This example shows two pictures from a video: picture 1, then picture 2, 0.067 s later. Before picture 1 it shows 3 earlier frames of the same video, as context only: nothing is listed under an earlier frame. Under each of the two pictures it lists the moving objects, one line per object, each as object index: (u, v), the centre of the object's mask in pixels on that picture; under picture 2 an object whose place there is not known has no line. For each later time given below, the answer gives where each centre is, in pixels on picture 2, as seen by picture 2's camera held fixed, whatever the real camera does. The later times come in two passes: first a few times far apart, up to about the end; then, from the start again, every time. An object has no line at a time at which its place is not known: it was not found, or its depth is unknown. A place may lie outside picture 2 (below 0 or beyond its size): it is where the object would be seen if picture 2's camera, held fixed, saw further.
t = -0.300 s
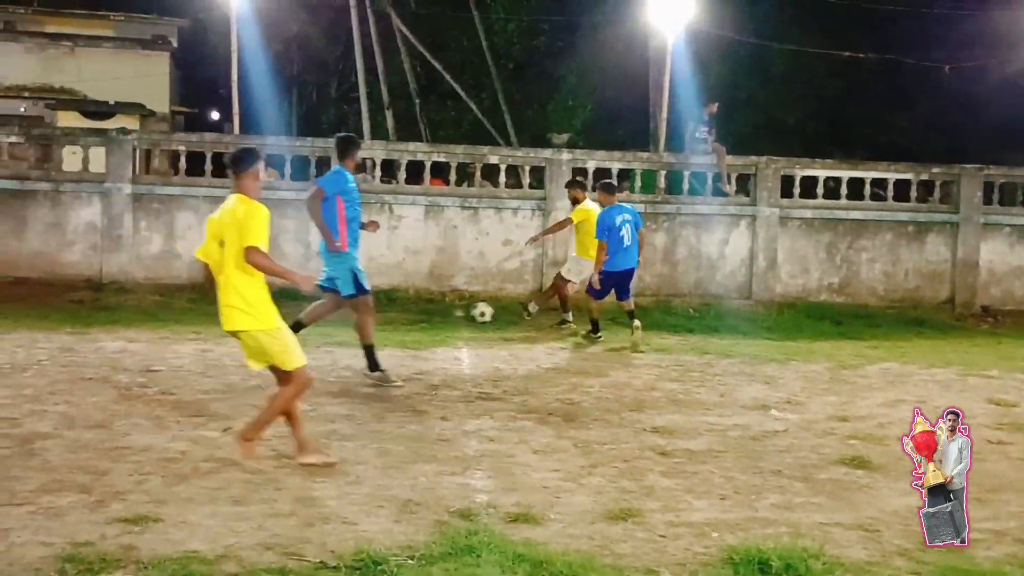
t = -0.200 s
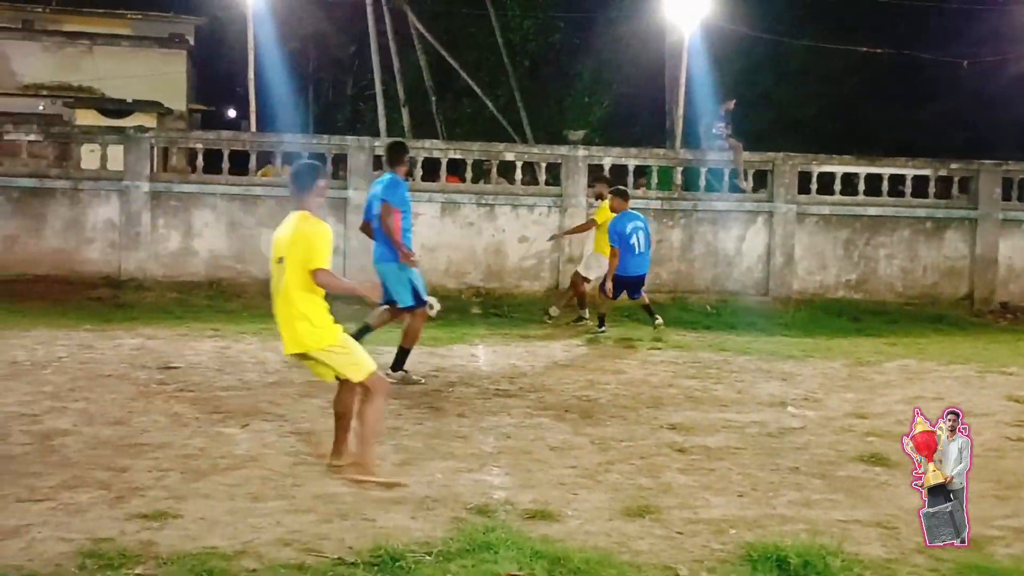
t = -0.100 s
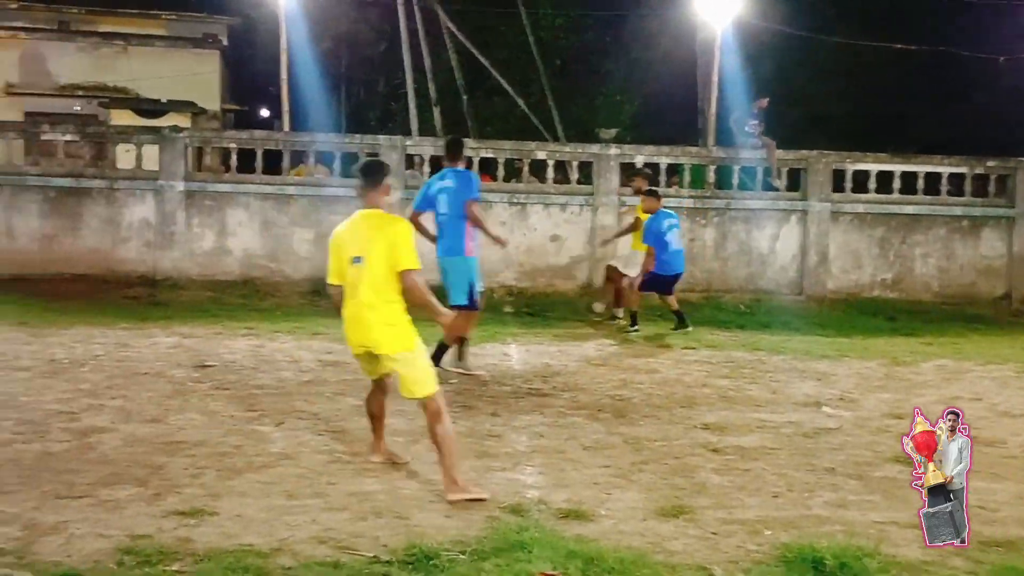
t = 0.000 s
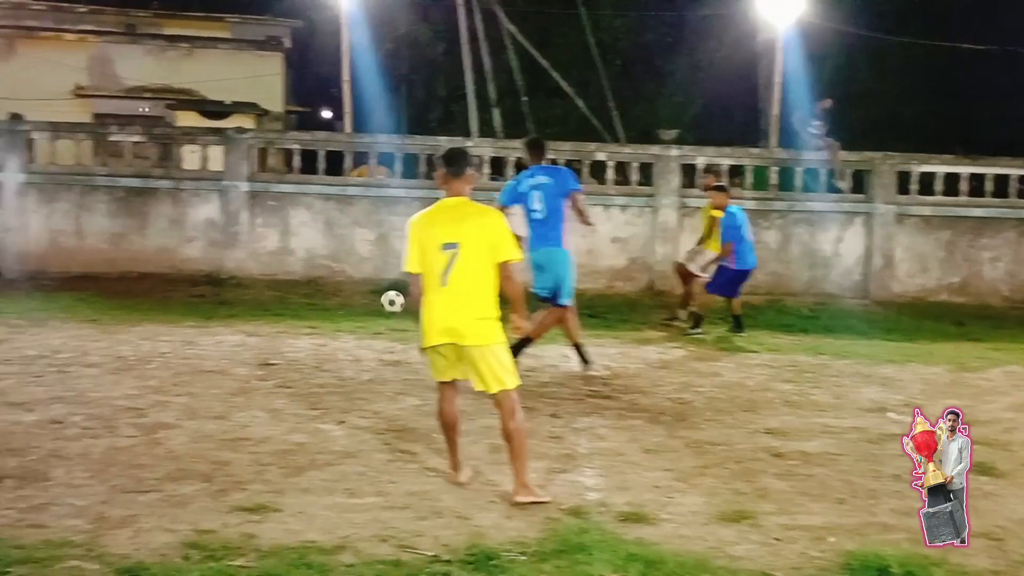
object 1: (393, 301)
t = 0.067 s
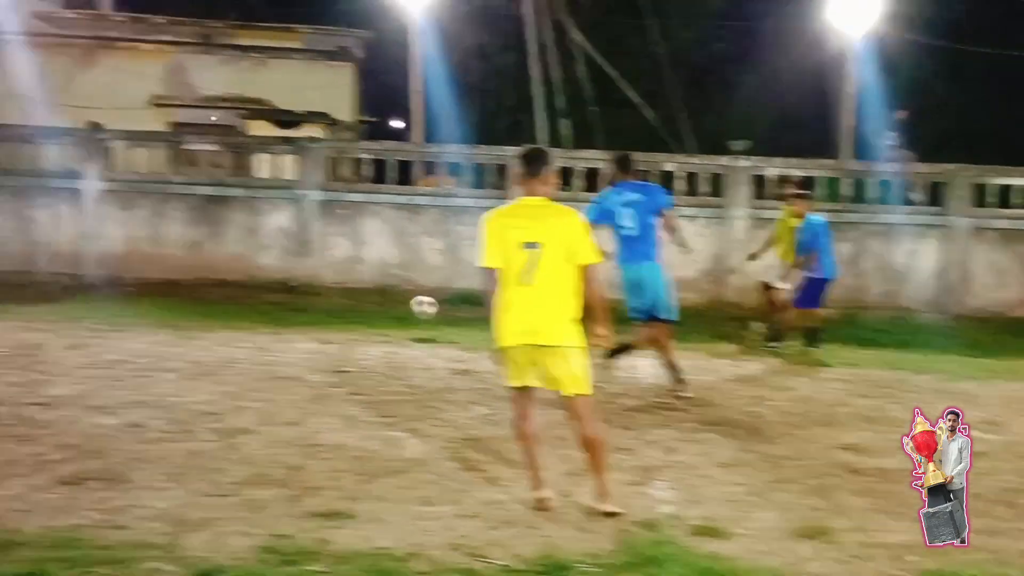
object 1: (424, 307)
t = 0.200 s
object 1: (346, 313)
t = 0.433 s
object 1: (207, 309)
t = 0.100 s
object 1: (404, 307)
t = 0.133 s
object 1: (386, 307)
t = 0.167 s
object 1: (366, 309)
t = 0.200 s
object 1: (346, 313)
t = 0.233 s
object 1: (327, 317)
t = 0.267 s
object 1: (305, 323)
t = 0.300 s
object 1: (286, 326)
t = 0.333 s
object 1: (266, 319)
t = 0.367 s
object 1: (248, 314)
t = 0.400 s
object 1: (226, 310)
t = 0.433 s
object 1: (207, 309)
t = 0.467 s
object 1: (187, 308)
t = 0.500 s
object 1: (167, 308)
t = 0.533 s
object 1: (147, 309)
